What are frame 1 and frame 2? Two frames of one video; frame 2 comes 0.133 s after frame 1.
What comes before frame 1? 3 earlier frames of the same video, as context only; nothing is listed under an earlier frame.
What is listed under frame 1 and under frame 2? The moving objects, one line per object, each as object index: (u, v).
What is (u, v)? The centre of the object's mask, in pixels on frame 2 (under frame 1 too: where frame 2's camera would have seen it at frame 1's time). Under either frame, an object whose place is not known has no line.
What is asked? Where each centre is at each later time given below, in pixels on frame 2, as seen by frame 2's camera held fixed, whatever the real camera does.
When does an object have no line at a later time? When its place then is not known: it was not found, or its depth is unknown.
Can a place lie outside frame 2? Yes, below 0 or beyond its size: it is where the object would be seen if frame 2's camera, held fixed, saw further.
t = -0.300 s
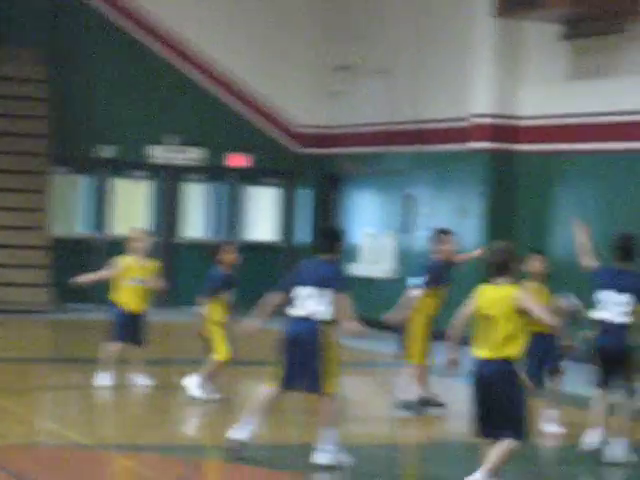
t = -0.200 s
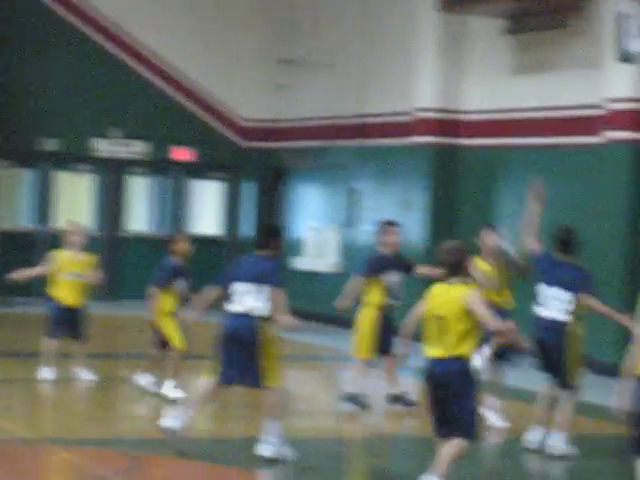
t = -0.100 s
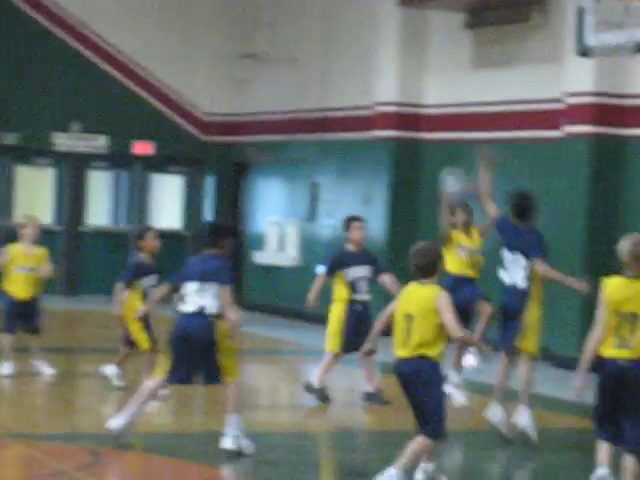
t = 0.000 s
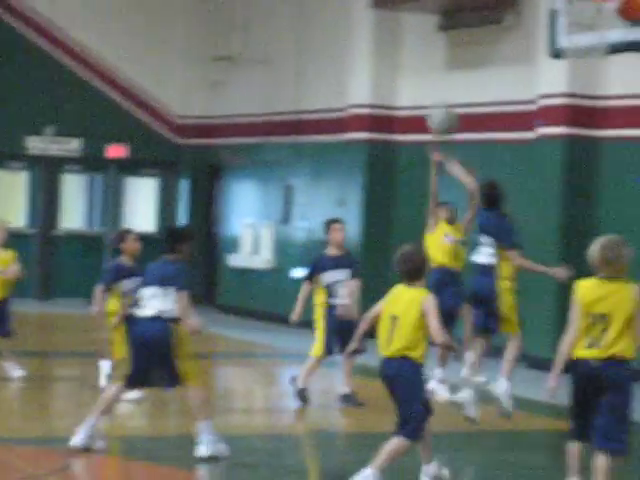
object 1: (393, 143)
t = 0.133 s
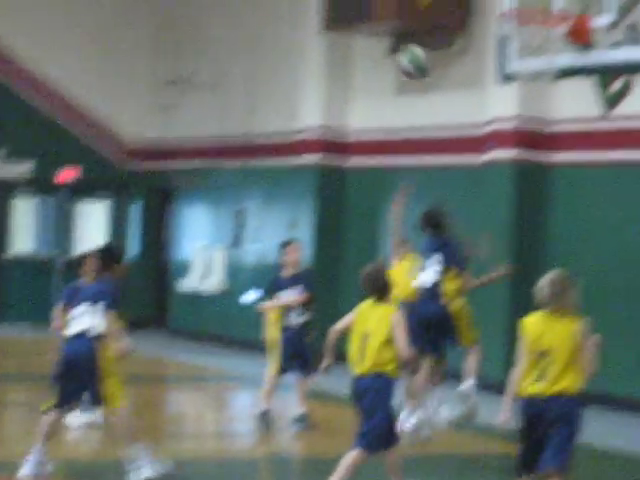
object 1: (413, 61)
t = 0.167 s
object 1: (419, 42)
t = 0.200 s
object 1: (424, 25)
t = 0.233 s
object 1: (430, 12)
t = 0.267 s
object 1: (436, 0)
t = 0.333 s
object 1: (447, -22)
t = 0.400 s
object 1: (458, -37)
